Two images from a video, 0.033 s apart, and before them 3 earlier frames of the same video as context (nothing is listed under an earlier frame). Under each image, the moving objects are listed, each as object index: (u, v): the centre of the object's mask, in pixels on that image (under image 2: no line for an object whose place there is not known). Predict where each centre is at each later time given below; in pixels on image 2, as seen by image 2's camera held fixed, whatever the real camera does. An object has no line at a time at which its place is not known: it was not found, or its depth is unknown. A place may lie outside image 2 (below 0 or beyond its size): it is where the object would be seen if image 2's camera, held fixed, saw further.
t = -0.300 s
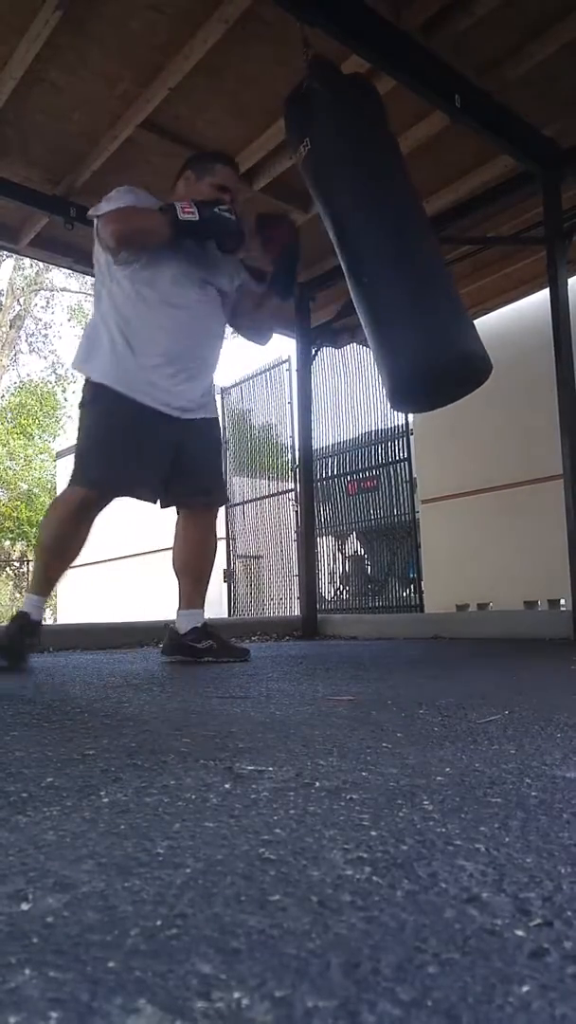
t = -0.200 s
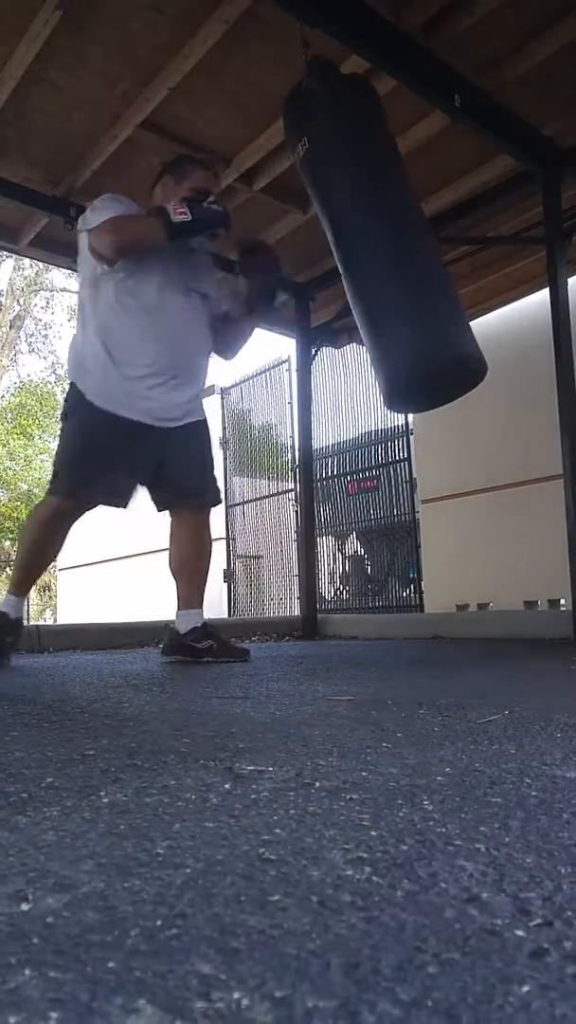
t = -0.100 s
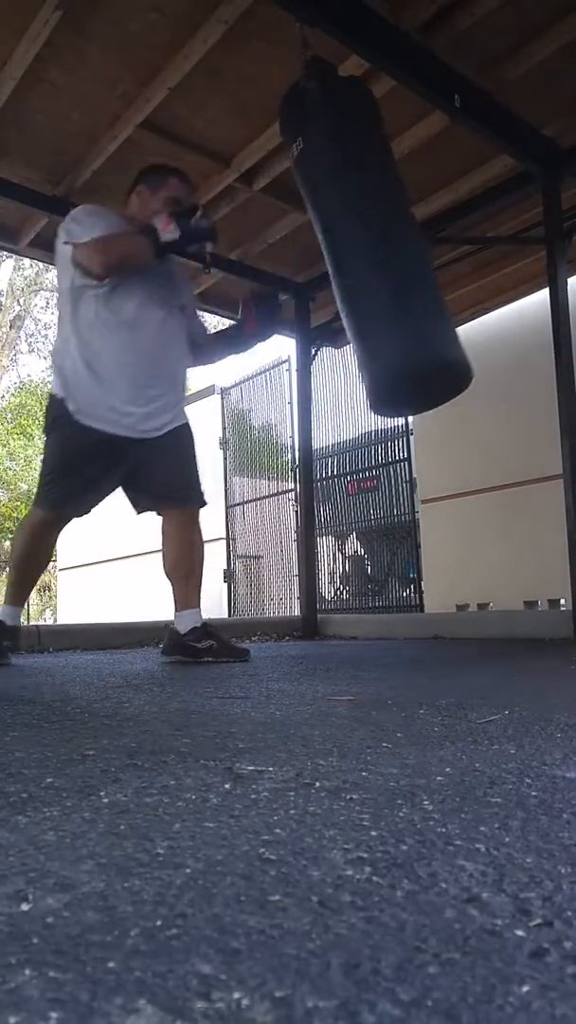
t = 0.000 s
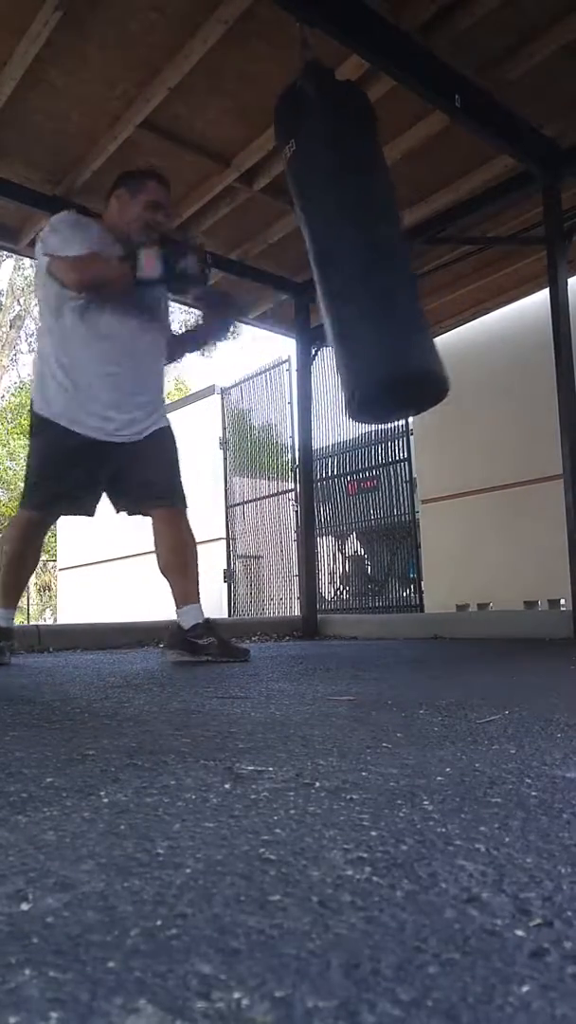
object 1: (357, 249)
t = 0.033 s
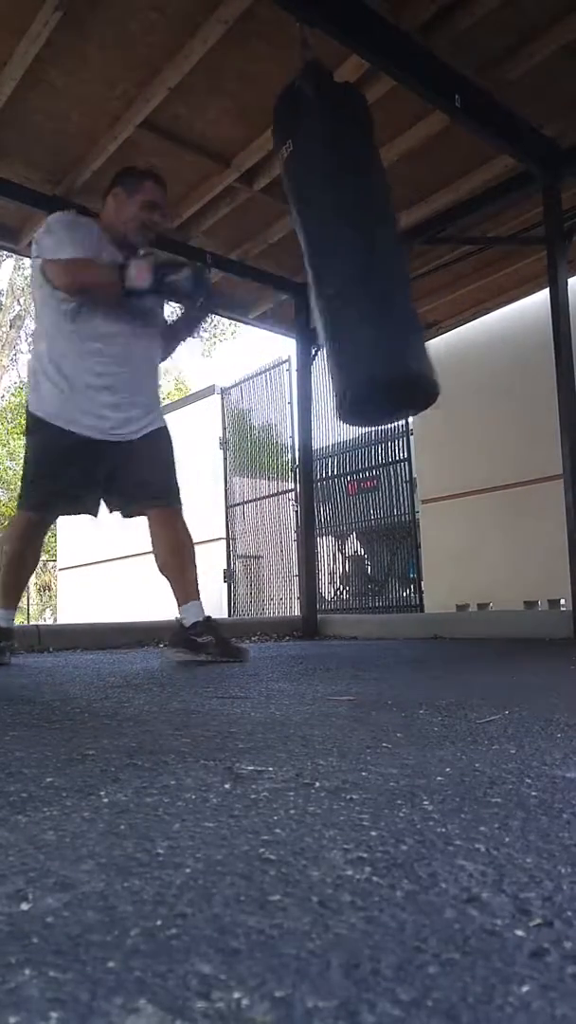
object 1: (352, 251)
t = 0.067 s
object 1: (346, 253)
